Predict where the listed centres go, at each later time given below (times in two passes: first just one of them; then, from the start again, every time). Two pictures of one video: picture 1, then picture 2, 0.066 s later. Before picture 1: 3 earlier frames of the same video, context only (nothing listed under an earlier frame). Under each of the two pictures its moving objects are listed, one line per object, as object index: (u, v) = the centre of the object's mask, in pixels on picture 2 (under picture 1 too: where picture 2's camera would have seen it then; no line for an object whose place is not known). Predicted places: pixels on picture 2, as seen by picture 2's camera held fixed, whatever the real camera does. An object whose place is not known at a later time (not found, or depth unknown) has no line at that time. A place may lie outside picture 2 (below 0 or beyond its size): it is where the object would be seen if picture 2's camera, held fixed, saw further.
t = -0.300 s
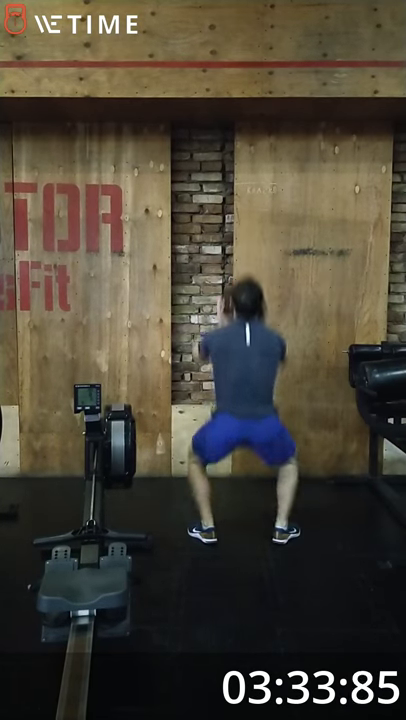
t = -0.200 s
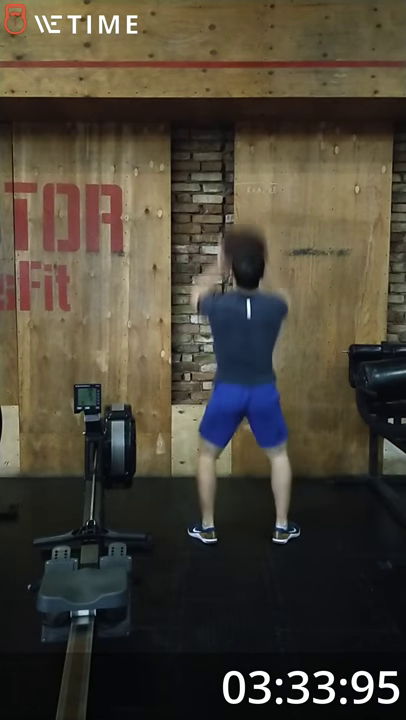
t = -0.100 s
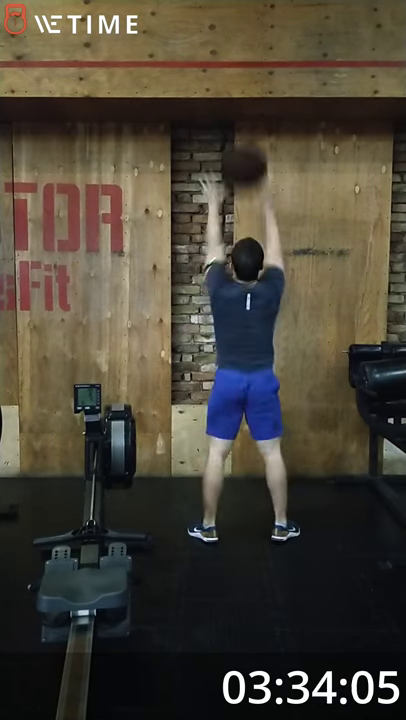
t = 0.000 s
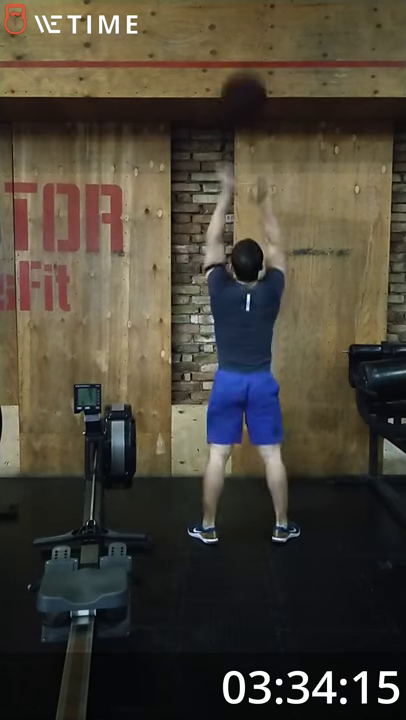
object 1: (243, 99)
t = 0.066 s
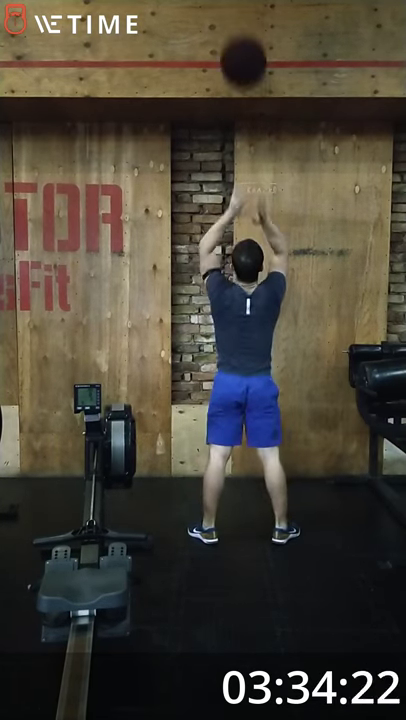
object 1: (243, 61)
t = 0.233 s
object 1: (242, 14)
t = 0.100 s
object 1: (243, 46)
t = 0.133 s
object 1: (243, 33)
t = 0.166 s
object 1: (242, 23)
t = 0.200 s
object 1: (242, 17)
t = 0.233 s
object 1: (242, 14)
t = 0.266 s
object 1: (241, 11)
